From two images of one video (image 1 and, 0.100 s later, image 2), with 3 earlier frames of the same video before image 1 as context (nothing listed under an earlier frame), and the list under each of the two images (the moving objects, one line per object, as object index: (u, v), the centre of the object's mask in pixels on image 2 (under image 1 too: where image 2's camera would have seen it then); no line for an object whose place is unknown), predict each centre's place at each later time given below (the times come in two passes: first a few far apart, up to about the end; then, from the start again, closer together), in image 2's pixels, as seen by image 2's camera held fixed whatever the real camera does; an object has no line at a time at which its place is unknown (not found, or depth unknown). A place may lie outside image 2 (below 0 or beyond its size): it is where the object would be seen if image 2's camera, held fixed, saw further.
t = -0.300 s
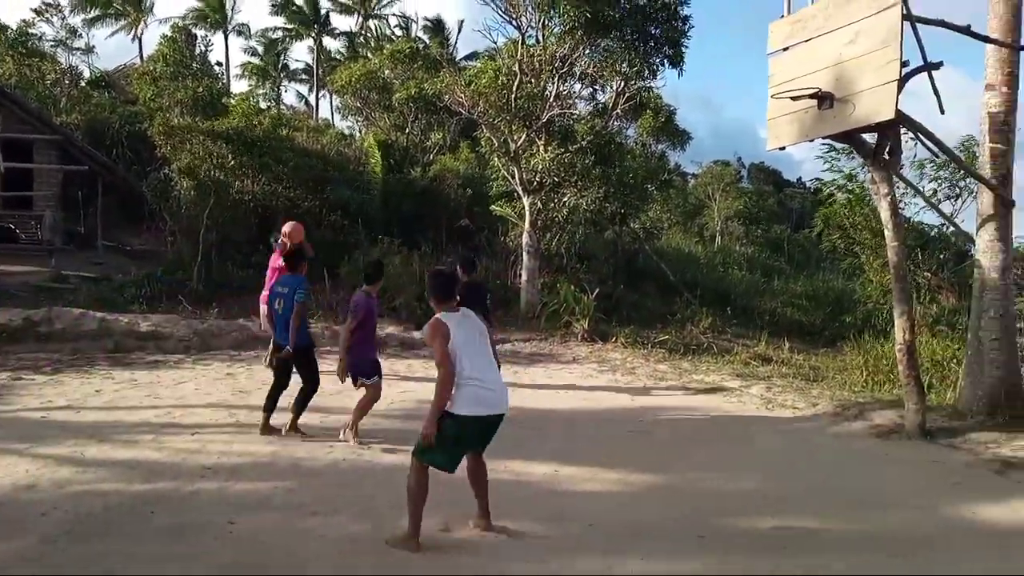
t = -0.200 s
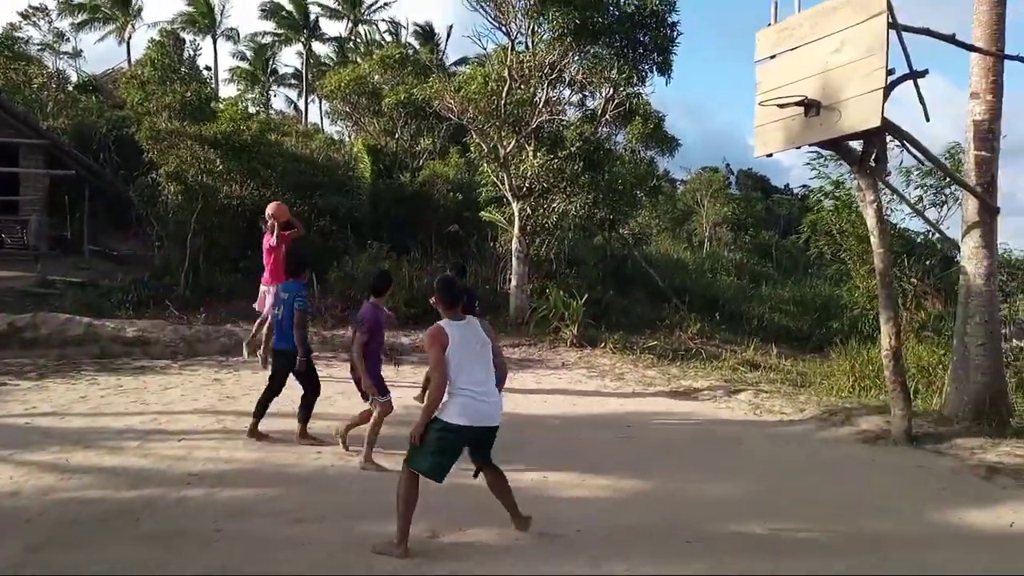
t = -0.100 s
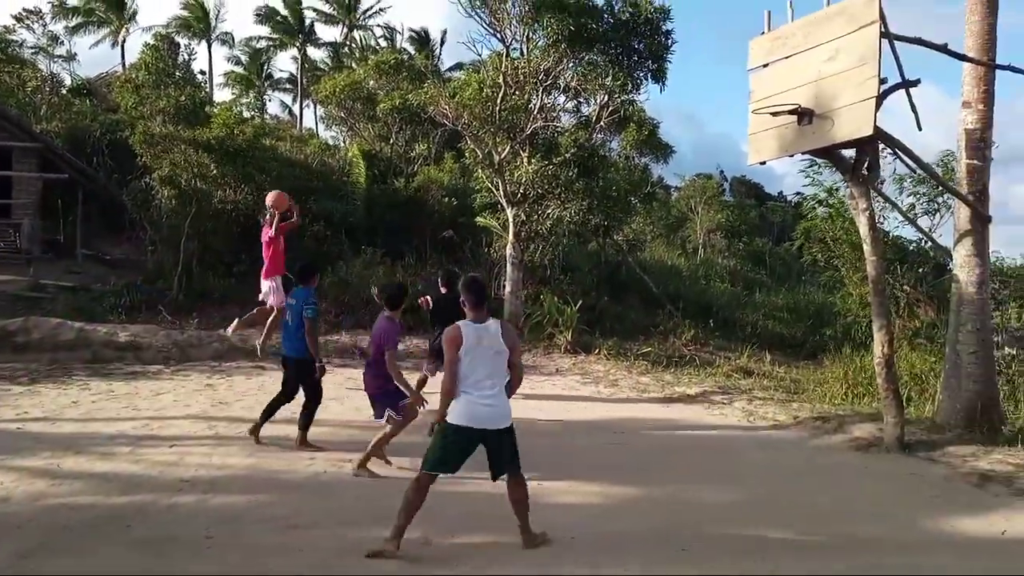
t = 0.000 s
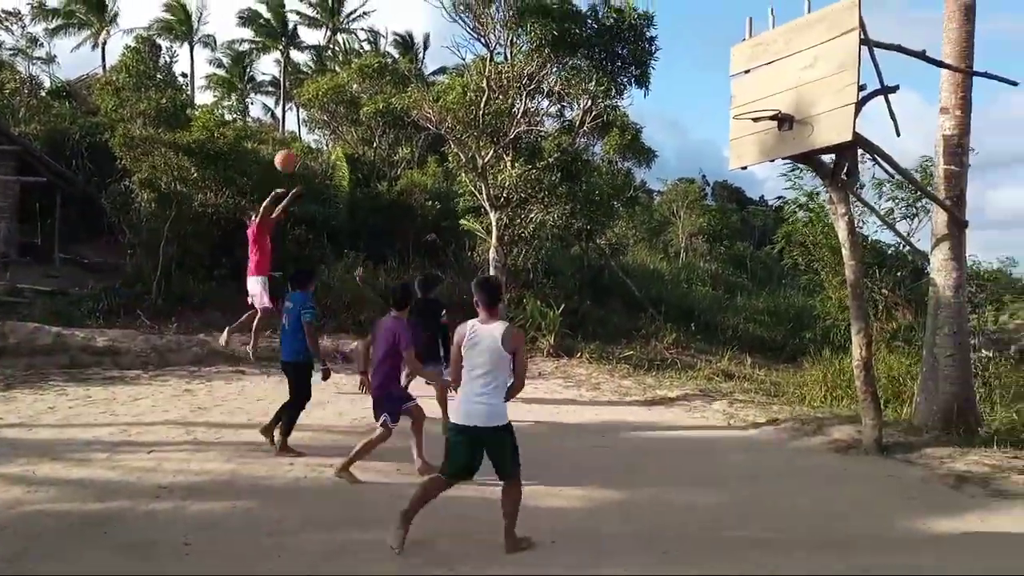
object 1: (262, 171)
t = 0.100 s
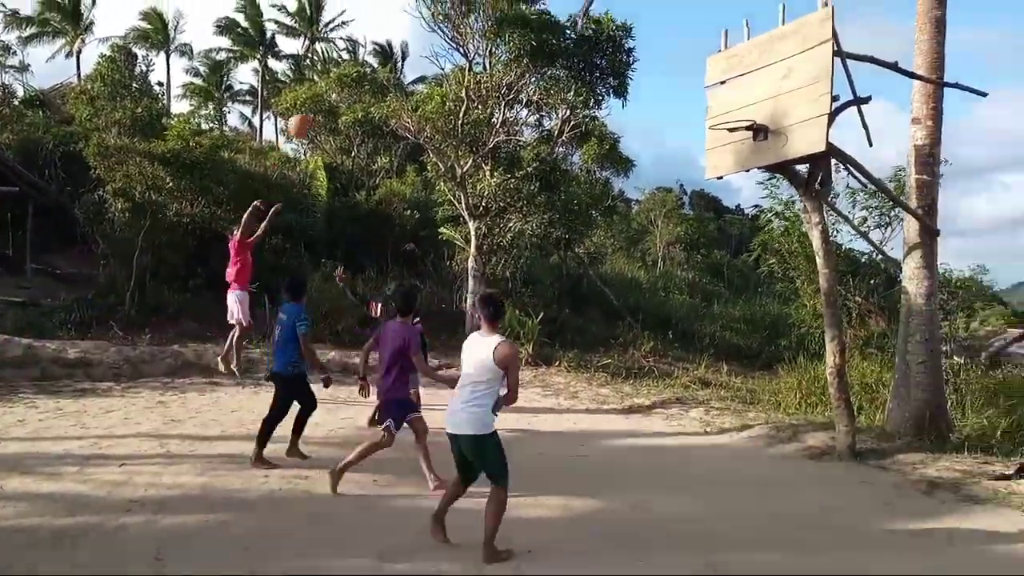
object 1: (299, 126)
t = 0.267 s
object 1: (364, 69)
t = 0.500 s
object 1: (465, 29)
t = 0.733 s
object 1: (575, 45)
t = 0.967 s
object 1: (687, 133)
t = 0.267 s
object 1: (364, 69)
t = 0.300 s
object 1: (379, 59)
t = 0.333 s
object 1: (392, 51)
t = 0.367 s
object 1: (404, 43)
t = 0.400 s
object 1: (420, 38)
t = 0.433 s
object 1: (435, 34)
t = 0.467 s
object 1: (451, 30)
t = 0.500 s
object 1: (465, 29)
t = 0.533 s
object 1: (481, 26)
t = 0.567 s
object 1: (496, 28)
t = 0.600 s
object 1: (512, 27)
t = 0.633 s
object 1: (528, 29)
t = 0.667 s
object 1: (543, 36)
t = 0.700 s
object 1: (558, 40)
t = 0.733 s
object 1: (575, 45)
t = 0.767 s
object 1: (593, 55)
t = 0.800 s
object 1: (611, 66)
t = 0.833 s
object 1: (628, 75)
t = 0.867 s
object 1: (647, 88)
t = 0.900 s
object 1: (665, 103)
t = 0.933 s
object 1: (683, 119)
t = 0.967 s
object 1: (687, 133)
